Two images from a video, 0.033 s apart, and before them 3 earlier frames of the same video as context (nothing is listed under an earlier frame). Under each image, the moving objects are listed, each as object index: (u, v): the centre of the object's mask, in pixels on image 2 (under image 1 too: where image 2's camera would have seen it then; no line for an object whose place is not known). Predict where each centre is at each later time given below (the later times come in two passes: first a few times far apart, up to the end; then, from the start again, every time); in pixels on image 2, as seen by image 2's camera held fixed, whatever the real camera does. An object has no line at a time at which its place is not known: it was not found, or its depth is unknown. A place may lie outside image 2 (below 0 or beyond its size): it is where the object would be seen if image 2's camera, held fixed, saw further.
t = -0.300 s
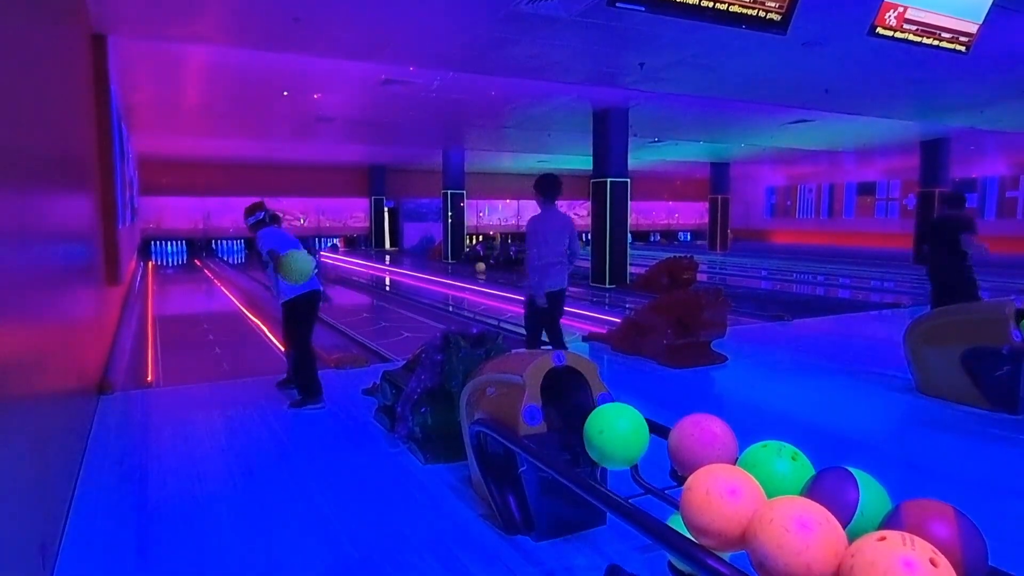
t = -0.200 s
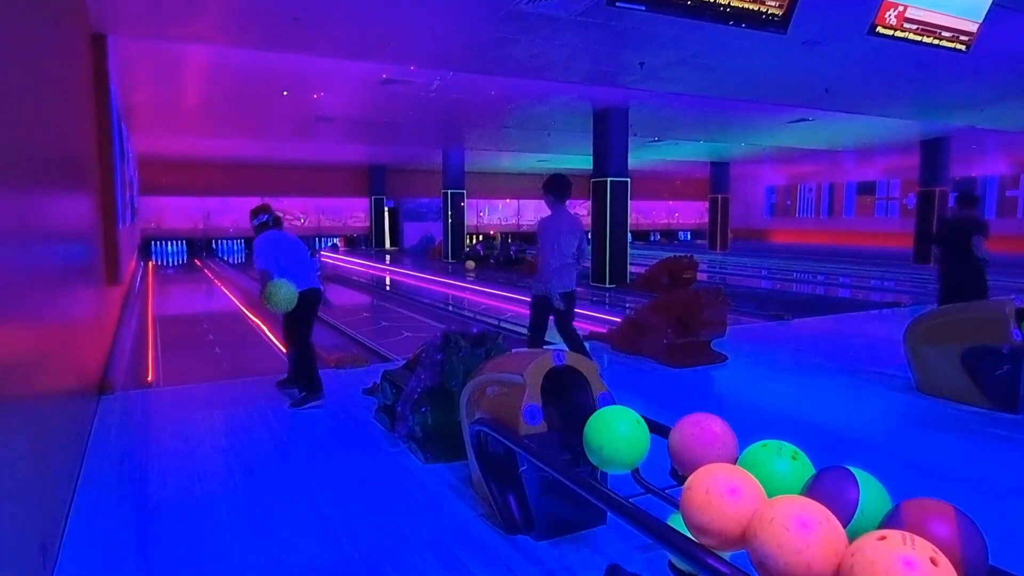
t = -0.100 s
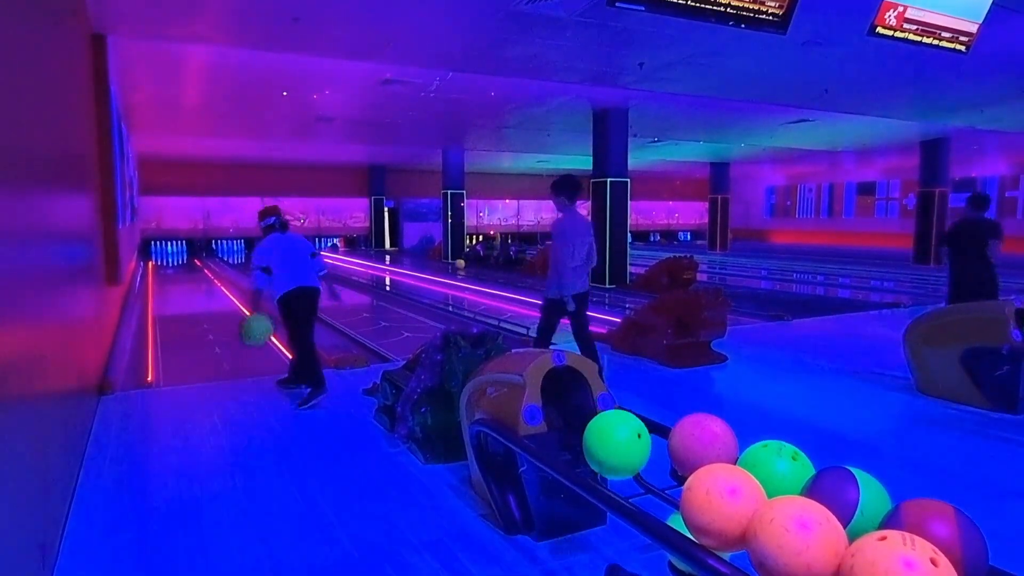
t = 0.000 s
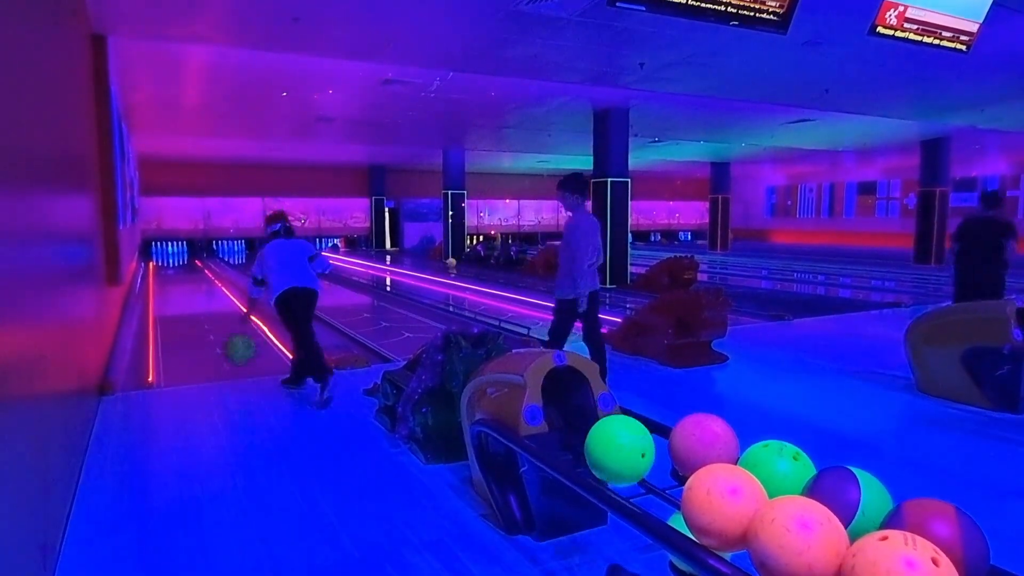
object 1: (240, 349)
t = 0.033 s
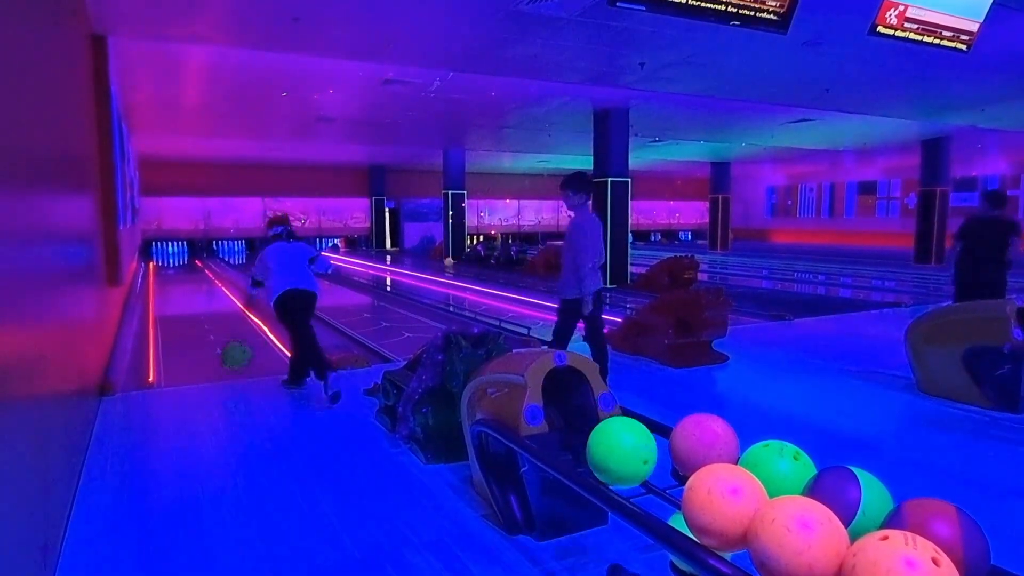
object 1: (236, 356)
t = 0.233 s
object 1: (217, 348)
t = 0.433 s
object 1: (202, 330)
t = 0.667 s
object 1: (189, 315)
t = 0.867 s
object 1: (180, 305)
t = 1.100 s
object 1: (173, 297)
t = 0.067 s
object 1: (233, 362)
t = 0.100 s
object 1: (230, 359)
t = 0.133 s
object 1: (226, 354)
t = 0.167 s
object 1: (222, 349)
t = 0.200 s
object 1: (220, 348)
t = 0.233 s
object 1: (217, 348)
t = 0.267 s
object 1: (215, 344)
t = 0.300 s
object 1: (212, 340)
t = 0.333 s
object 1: (210, 339)
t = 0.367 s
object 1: (207, 338)
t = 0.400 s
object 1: (204, 332)
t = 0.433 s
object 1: (202, 330)
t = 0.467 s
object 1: (200, 329)
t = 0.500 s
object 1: (197, 326)
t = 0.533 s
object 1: (196, 323)
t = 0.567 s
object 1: (194, 321)
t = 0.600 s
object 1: (193, 318)
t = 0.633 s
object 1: (190, 318)
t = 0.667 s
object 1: (189, 315)
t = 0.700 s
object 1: (187, 313)
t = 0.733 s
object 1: (186, 311)
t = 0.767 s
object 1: (184, 310)
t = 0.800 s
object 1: (182, 309)
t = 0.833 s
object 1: (181, 307)
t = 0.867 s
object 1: (180, 305)
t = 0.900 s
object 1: (179, 304)
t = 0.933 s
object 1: (178, 302)
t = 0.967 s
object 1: (177, 301)
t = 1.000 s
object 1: (176, 300)
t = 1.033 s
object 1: (174, 299)
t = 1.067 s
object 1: (174, 299)
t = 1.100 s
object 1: (173, 297)
